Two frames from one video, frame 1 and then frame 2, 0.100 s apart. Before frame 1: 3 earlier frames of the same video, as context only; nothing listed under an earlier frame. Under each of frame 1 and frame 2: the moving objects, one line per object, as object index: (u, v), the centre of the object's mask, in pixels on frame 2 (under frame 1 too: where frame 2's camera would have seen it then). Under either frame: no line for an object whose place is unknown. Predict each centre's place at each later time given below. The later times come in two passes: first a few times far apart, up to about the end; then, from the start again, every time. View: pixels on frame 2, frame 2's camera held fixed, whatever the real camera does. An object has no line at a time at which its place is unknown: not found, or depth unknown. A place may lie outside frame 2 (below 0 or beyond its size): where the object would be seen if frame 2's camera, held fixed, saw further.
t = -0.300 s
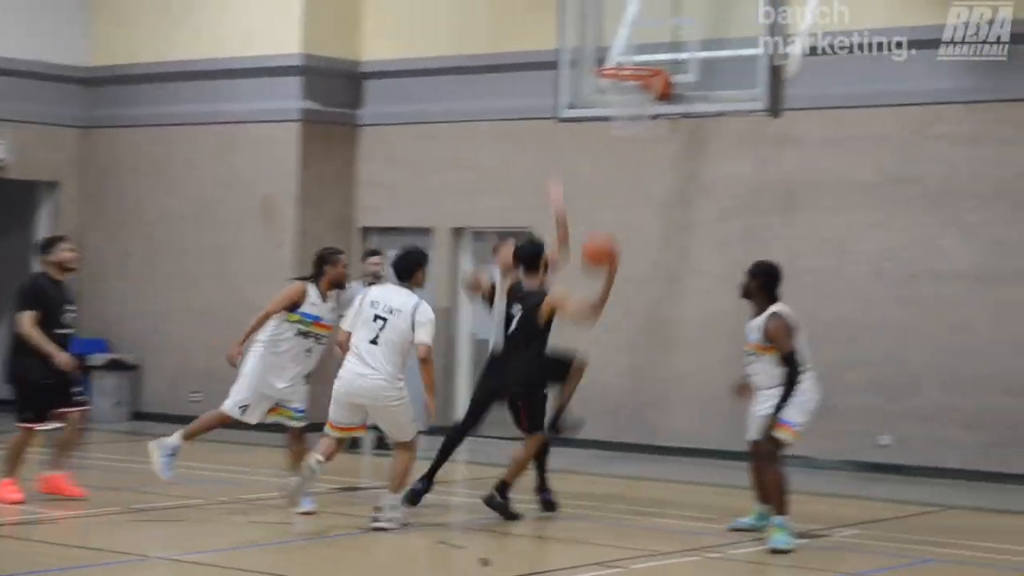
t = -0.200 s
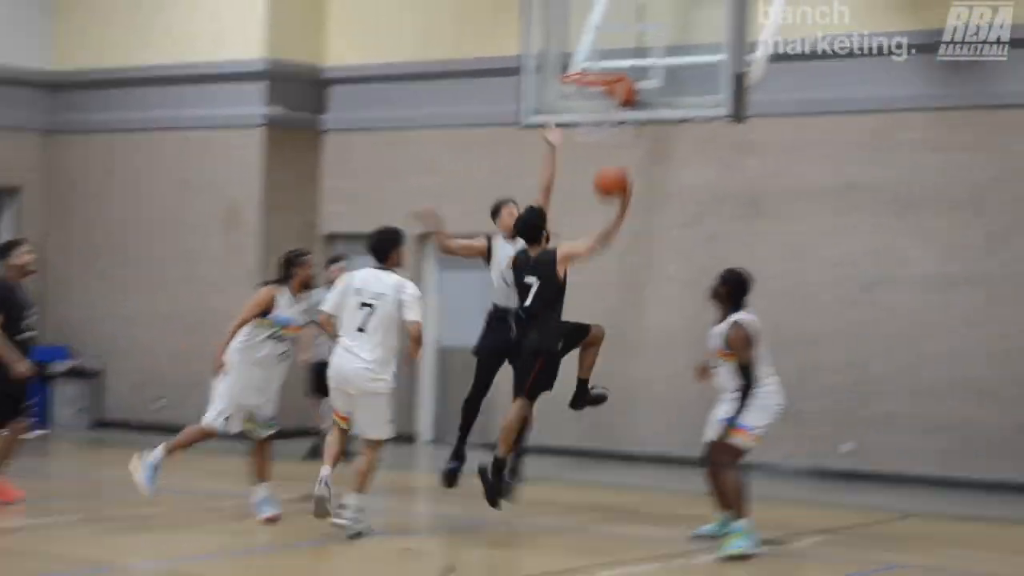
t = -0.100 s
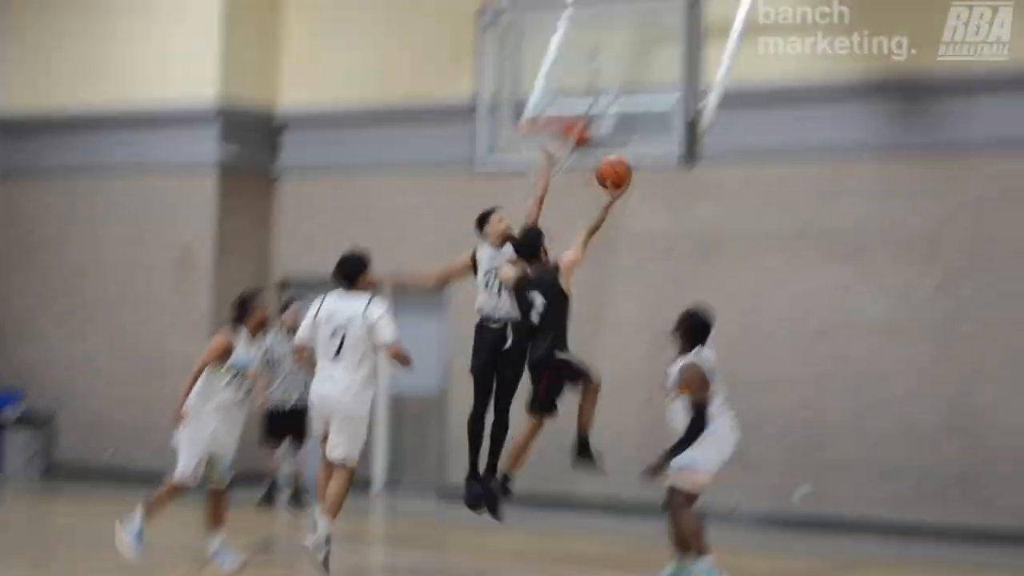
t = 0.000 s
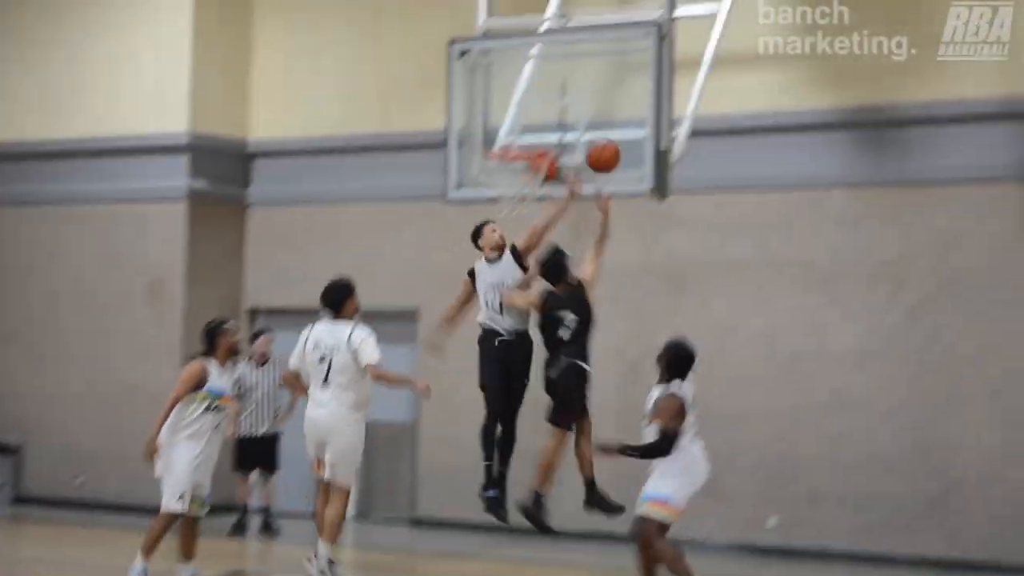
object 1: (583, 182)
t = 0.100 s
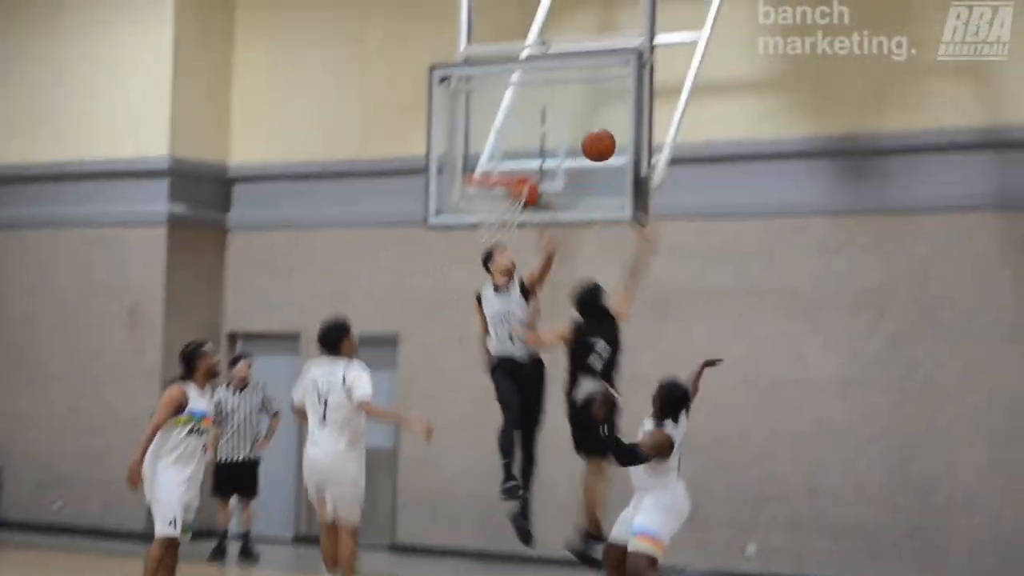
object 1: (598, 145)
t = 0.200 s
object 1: (612, 122)
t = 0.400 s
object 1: (587, 108)
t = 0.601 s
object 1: (559, 154)
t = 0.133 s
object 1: (604, 136)
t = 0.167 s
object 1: (609, 128)
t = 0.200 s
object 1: (612, 122)
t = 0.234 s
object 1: (608, 116)
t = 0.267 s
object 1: (604, 111)
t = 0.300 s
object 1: (600, 108)
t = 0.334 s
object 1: (596, 106)
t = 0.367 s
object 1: (591, 107)
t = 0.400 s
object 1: (587, 108)
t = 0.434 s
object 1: (583, 112)
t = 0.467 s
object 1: (578, 117)
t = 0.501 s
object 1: (574, 123)
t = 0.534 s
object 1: (569, 132)
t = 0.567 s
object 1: (564, 142)
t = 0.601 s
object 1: (559, 154)
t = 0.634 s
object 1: (554, 167)
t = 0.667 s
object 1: (550, 182)
